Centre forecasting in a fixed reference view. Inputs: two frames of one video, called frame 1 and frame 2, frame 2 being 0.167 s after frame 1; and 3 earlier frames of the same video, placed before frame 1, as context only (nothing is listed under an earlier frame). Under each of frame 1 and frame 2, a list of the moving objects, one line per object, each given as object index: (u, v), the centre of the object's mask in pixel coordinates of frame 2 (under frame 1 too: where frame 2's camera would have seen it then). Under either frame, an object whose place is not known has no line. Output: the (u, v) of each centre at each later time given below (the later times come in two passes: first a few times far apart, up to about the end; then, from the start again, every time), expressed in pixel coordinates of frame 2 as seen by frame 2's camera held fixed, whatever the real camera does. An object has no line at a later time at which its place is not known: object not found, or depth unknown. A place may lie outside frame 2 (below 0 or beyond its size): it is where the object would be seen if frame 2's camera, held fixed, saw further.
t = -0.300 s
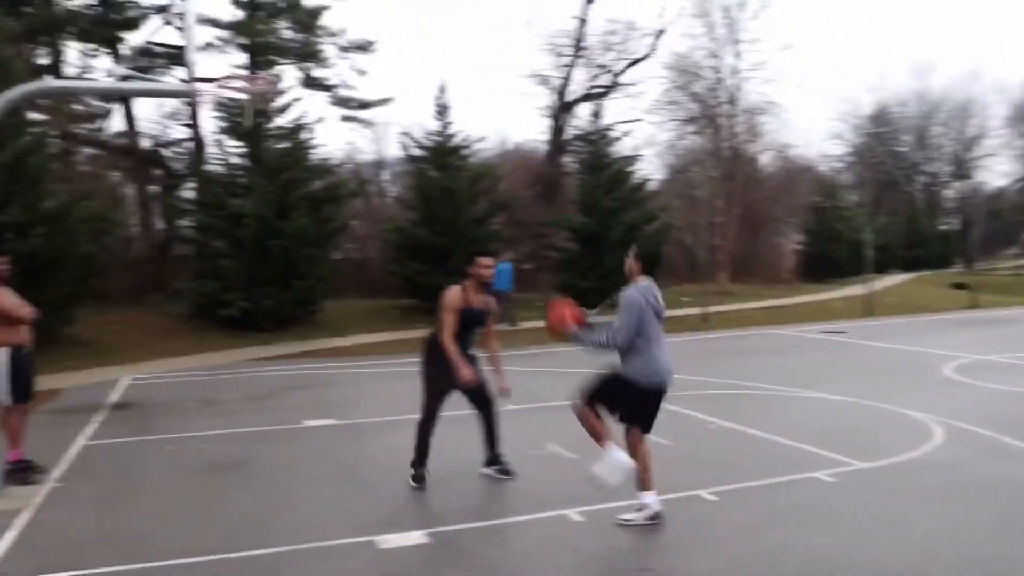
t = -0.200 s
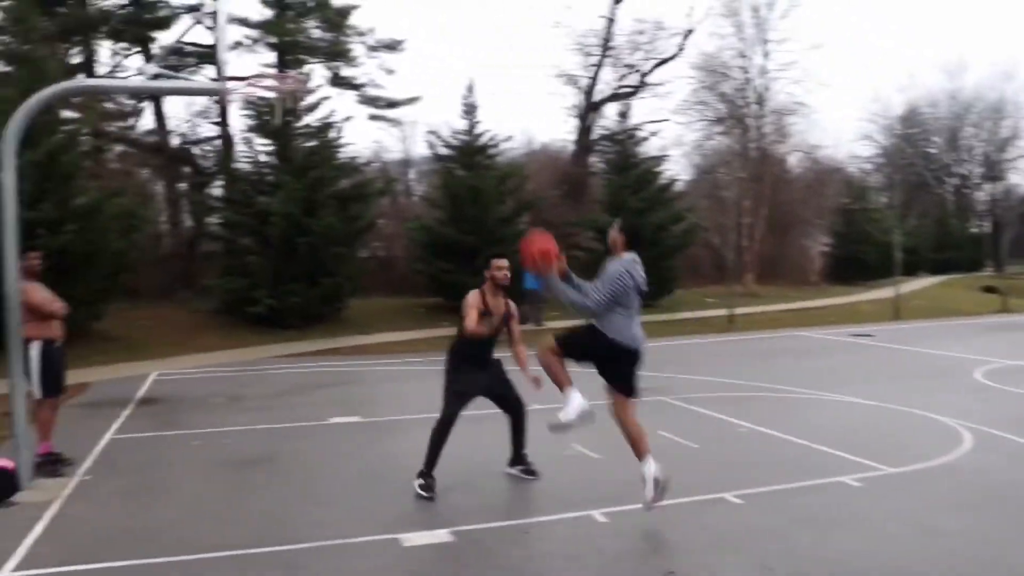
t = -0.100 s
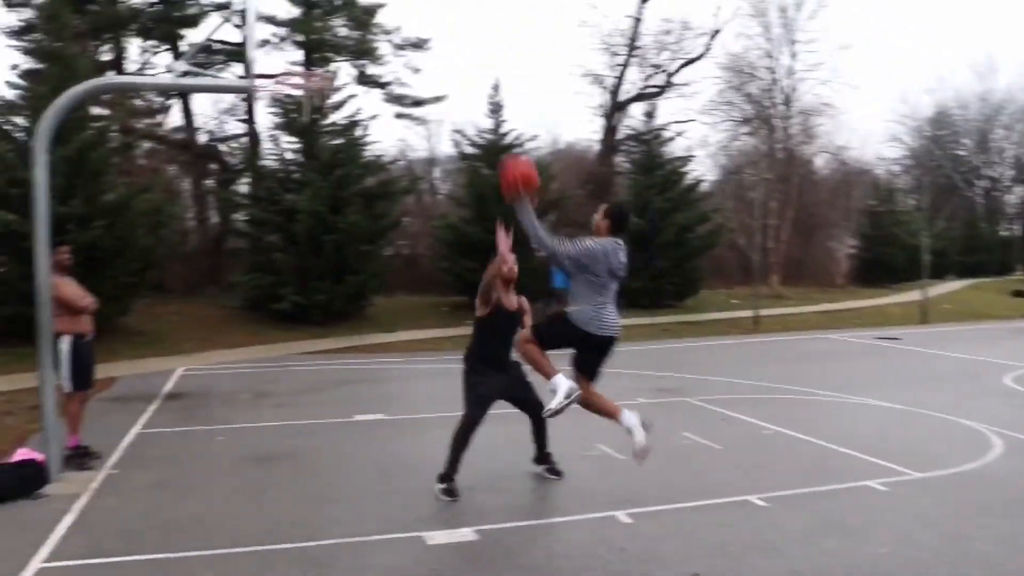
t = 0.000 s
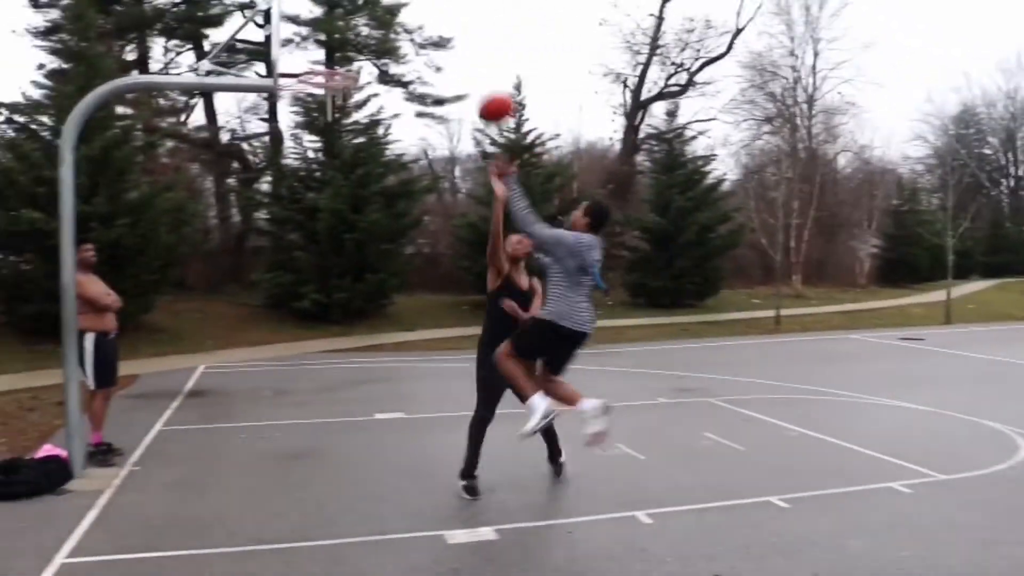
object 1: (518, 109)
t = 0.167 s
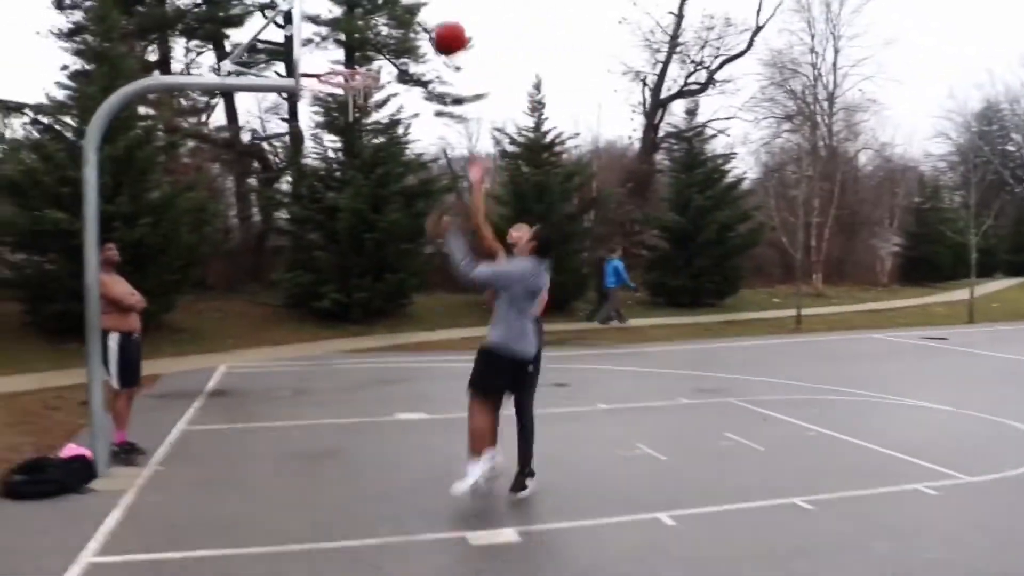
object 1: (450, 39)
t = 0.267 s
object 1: (411, 19)
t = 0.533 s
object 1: (333, 37)
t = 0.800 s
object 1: (354, 58)
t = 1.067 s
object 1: (372, 49)
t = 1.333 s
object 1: (382, 52)
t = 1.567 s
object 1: (393, 67)
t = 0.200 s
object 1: (433, 29)
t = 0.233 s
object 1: (420, 22)
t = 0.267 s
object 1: (411, 19)
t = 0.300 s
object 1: (402, 16)
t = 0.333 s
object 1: (391, 15)
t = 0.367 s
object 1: (380, 15)
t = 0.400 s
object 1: (370, 15)
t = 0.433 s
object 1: (360, 18)
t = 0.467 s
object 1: (351, 24)
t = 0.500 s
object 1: (342, 30)
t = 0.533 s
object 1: (333, 37)
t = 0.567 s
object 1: (322, 47)
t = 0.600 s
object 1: (317, 56)
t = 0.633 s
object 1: (323, 58)
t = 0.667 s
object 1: (330, 56)
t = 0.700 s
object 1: (337, 55)
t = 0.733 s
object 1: (343, 55)
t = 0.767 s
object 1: (348, 56)
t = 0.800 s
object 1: (354, 58)
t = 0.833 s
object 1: (358, 60)
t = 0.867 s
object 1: (363, 63)
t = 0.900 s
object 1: (368, 64)
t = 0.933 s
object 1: (369, 61)
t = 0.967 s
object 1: (370, 57)
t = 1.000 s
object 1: (371, 53)
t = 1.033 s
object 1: (371, 50)
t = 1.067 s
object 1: (372, 49)
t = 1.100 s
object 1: (372, 49)
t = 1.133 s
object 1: (374, 49)
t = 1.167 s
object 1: (375, 51)
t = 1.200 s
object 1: (377, 54)
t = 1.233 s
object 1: (378, 59)
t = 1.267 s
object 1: (379, 59)
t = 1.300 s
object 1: (380, 55)
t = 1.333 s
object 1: (382, 52)
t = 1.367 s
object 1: (383, 51)
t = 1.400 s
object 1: (385, 50)
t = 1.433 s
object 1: (385, 51)
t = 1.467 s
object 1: (387, 52)
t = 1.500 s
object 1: (389, 55)
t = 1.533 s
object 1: (391, 60)
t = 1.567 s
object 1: (393, 67)
